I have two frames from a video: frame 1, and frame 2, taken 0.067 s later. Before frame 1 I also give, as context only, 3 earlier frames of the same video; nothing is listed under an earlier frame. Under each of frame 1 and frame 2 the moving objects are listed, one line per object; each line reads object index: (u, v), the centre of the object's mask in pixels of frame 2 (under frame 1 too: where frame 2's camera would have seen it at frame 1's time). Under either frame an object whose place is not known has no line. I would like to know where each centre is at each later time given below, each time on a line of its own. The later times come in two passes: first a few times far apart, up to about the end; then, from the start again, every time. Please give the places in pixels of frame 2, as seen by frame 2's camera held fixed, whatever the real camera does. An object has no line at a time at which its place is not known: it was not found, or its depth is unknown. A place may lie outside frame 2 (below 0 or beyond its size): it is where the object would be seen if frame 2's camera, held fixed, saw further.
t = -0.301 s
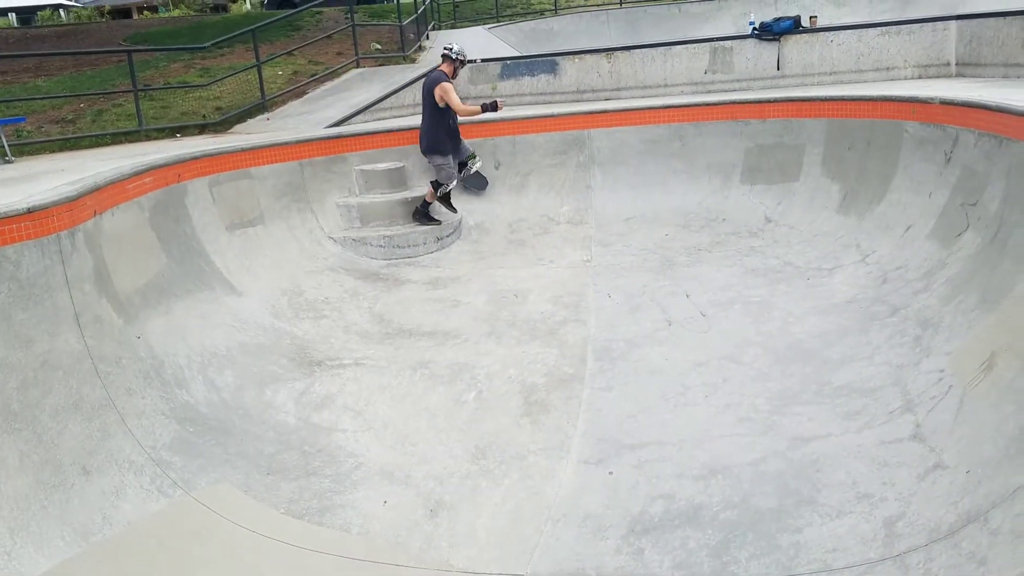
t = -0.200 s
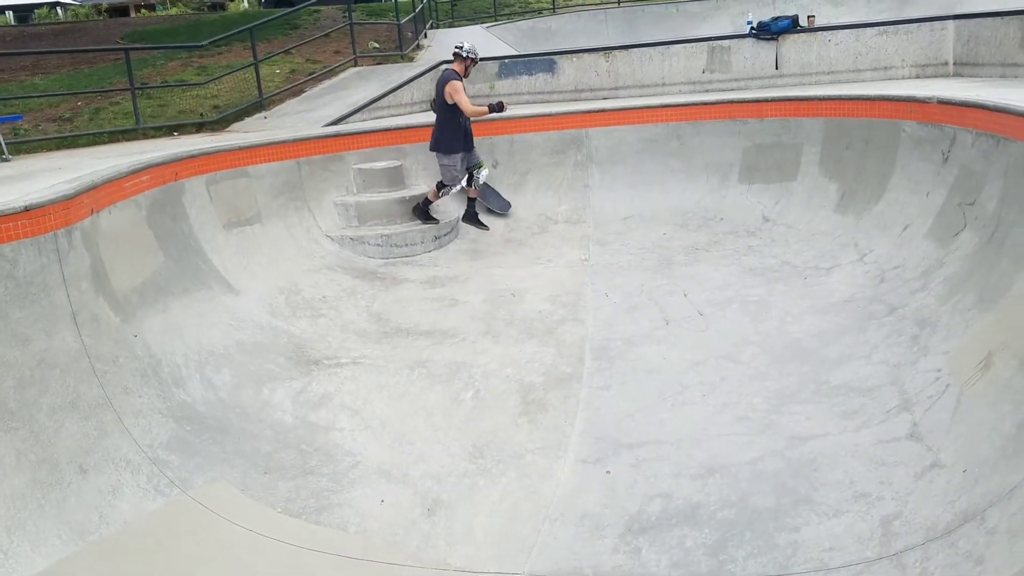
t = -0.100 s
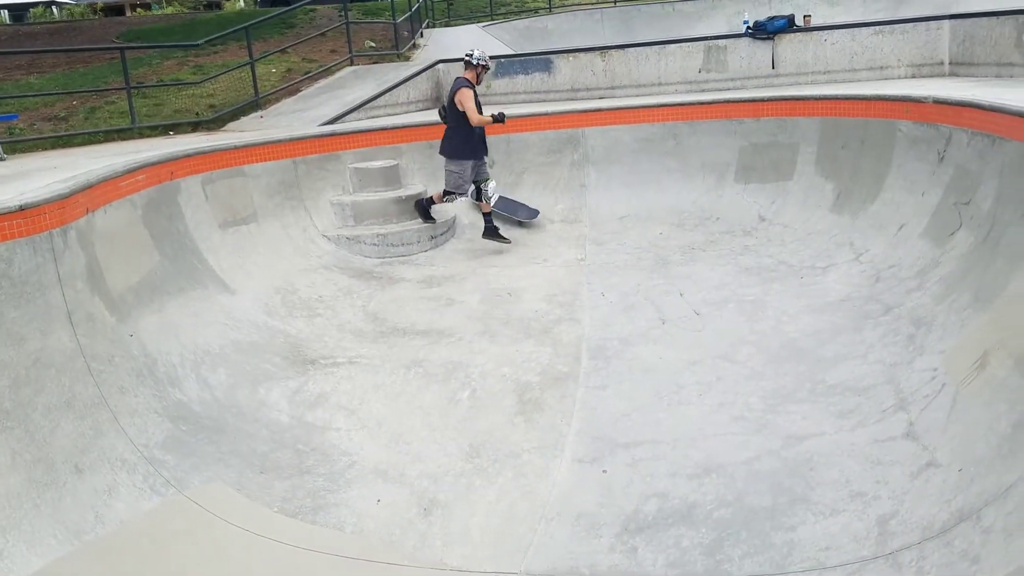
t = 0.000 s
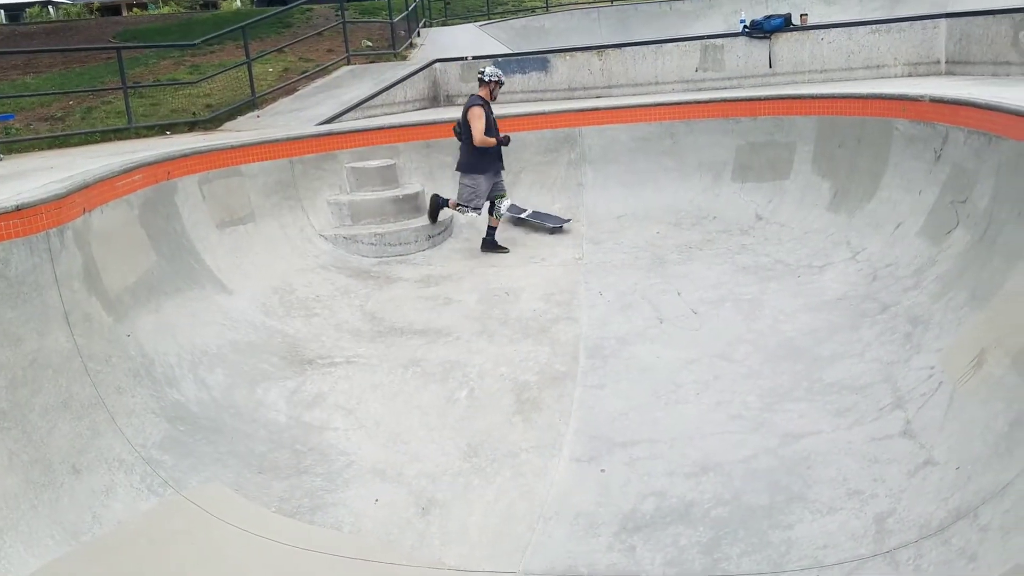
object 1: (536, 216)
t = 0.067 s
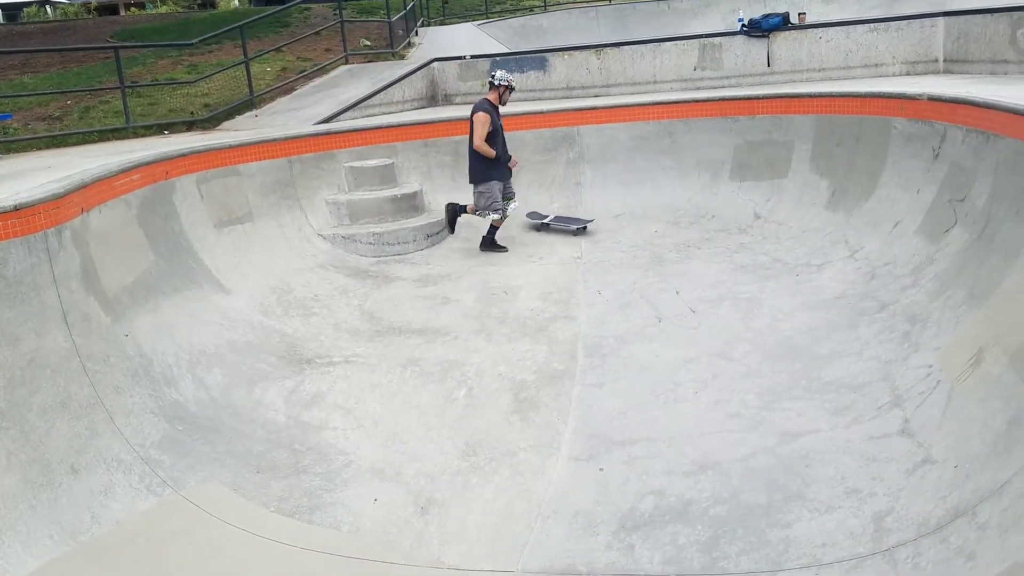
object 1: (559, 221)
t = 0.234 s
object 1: (623, 229)
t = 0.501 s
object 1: (742, 239)
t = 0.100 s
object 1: (571, 223)
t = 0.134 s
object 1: (583, 225)
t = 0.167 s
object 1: (596, 226)
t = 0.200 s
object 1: (609, 227)
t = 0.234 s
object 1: (623, 229)
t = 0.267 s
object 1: (636, 230)
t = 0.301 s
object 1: (650, 231)
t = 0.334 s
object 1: (665, 233)
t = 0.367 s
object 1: (679, 234)
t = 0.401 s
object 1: (694, 235)
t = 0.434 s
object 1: (710, 237)
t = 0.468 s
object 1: (726, 238)
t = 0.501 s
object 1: (742, 239)
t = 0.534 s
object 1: (759, 240)
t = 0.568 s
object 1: (776, 240)
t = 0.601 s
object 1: (792, 240)
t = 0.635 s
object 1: (809, 239)
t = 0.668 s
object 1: (825, 237)
